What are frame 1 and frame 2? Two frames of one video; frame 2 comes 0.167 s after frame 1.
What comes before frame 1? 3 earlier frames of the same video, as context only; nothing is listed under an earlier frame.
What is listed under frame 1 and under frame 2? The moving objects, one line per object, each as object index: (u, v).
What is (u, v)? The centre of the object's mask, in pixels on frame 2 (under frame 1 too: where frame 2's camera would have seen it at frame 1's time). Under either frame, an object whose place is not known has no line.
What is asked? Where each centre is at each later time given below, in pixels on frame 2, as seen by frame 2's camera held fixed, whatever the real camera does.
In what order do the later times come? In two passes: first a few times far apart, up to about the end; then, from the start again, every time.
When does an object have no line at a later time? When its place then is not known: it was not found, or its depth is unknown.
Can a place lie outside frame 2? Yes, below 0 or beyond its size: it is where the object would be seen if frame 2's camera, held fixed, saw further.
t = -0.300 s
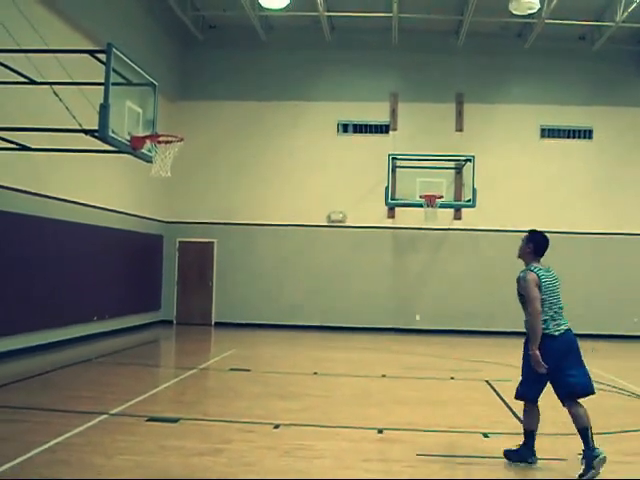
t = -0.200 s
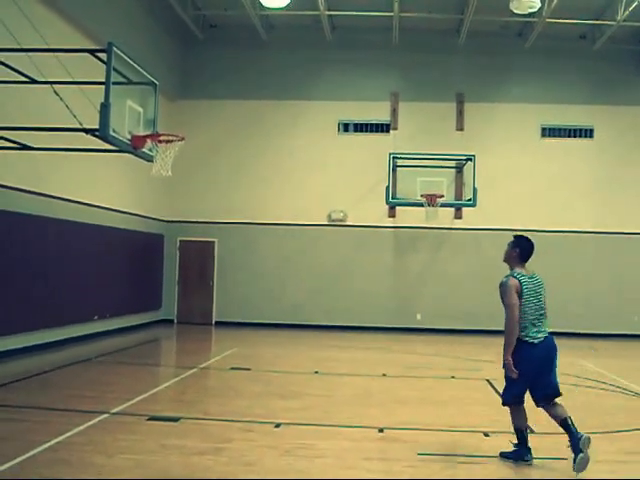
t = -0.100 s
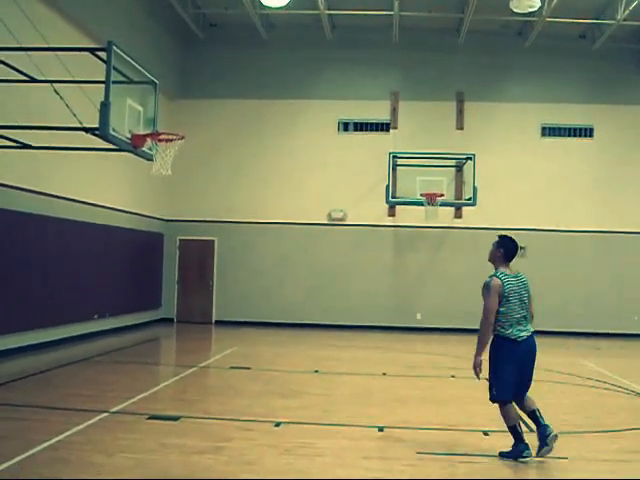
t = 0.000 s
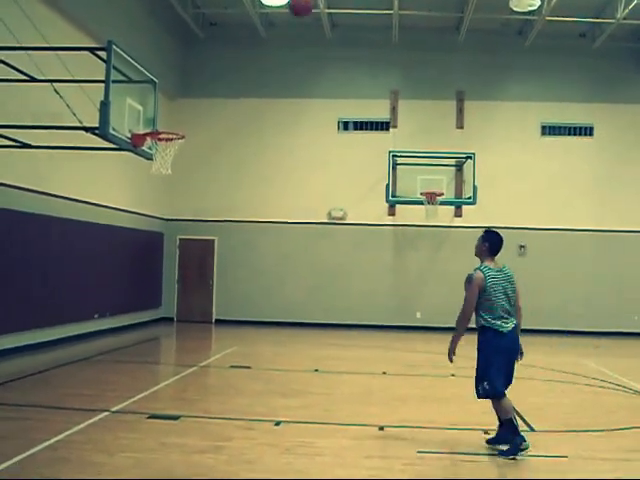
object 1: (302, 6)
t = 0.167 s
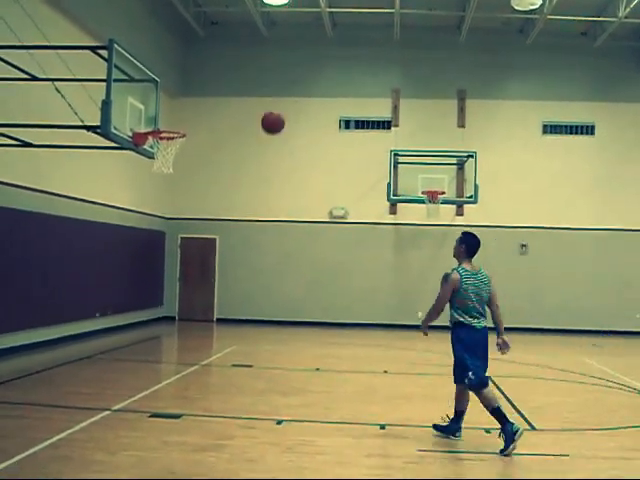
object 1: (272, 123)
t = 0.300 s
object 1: (250, 232)
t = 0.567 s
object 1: (221, 338)
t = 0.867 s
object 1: (222, 187)
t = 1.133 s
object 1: (221, 127)
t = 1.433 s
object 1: (216, 135)
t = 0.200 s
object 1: (266, 149)
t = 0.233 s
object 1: (261, 176)
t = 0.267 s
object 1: (256, 203)
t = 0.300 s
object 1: (250, 232)
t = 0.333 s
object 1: (245, 261)
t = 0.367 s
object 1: (239, 290)
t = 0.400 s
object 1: (234, 321)
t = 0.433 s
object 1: (228, 352)
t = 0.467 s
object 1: (223, 384)
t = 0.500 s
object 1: (221, 382)
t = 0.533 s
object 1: (221, 359)
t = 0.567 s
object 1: (221, 338)
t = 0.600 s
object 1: (223, 315)
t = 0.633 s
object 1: (222, 296)
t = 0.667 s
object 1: (223, 277)
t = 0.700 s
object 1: (223, 260)
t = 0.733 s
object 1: (222, 243)
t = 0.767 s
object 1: (223, 227)
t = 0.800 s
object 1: (222, 213)
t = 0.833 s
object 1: (222, 200)
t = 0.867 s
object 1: (222, 187)
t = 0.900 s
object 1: (222, 176)
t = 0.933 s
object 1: (222, 166)
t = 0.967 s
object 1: (222, 157)
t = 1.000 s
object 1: (222, 149)
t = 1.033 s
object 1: (221, 142)
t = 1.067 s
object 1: (221, 136)
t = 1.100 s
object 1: (221, 131)
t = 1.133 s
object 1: (221, 127)
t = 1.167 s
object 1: (220, 124)
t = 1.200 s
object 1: (220, 122)
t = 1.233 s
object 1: (219, 121)
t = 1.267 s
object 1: (219, 121)
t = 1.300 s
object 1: (219, 122)
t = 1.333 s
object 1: (218, 124)
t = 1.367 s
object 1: (217, 127)
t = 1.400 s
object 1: (217, 130)
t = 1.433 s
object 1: (216, 135)
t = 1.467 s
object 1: (215, 141)
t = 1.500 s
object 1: (215, 148)
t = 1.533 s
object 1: (214, 155)
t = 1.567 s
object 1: (213, 164)
